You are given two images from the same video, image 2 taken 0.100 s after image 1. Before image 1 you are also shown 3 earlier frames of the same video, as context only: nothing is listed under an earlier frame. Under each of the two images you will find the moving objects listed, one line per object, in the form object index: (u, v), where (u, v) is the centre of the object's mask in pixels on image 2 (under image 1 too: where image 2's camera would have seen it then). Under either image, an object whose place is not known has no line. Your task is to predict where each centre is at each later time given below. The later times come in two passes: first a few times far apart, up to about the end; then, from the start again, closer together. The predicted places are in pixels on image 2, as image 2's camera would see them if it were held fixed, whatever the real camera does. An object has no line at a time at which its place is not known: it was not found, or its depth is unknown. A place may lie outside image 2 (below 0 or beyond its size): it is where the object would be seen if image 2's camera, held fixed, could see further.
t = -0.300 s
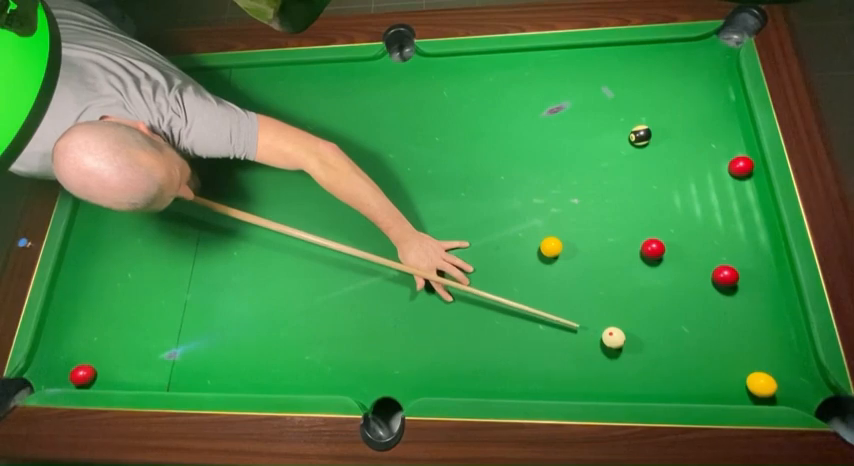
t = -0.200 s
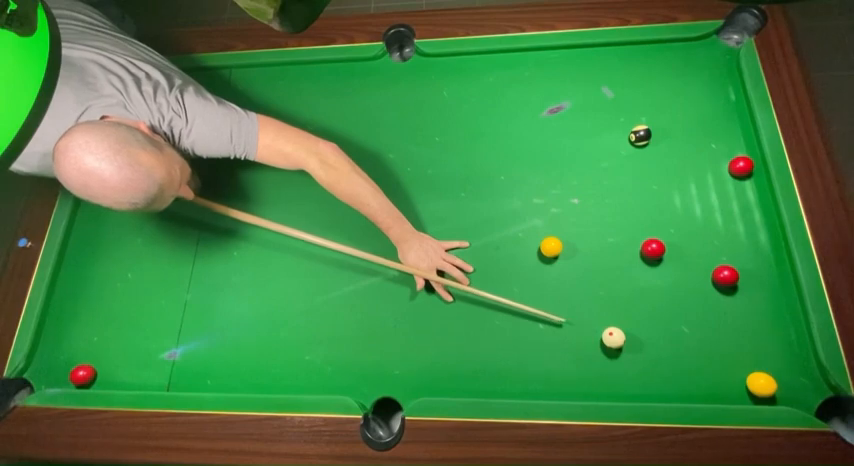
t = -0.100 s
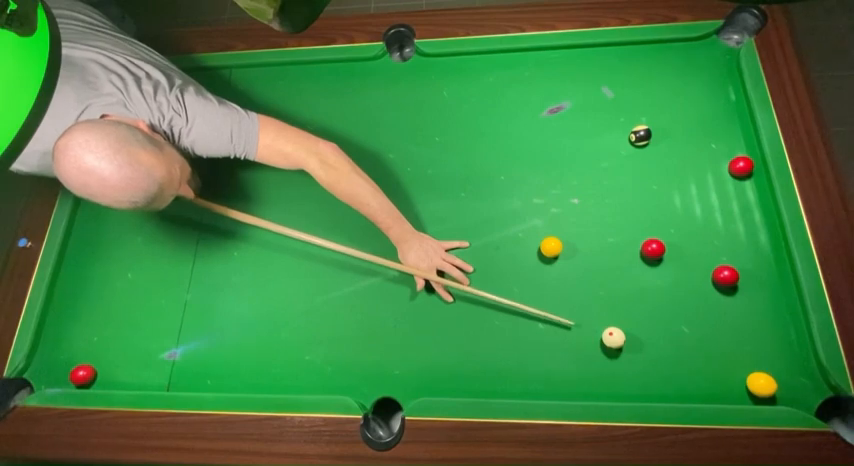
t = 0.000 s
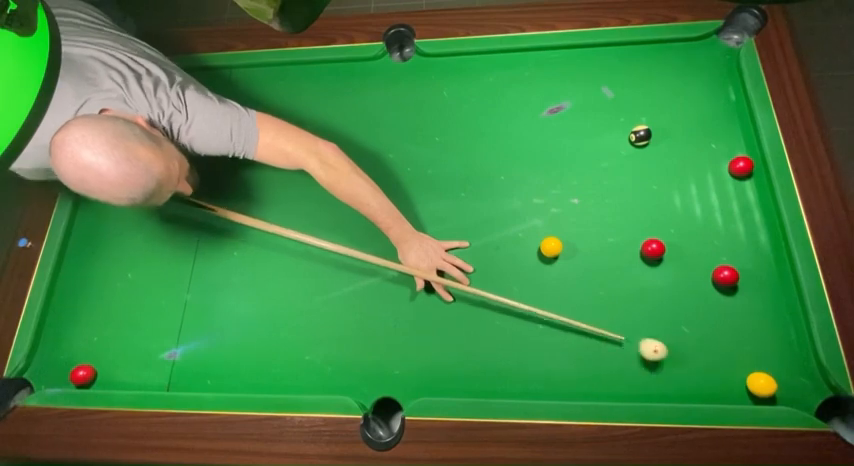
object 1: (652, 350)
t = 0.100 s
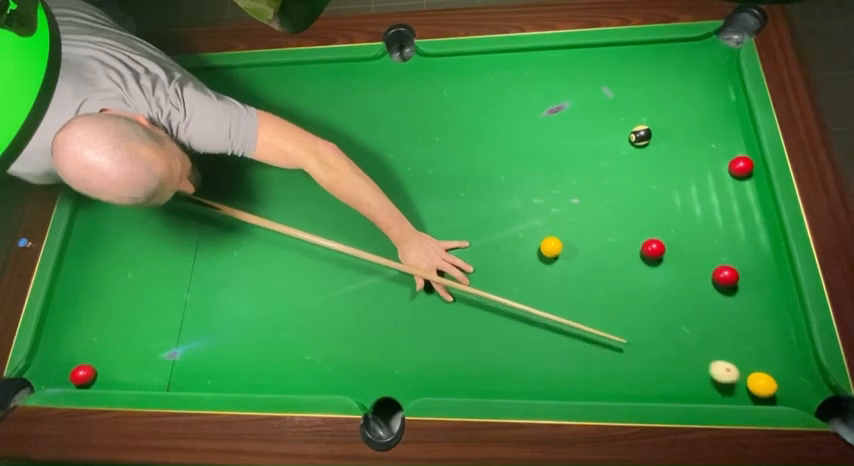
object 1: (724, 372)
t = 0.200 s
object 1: (730, 374)
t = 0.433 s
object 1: (716, 367)
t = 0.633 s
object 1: (706, 363)
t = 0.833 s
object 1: (698, 360)
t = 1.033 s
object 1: (691, 357)
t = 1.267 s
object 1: (686, 354)
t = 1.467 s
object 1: (683, 353)
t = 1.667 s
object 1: (682, 352)
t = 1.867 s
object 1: (682, 353)
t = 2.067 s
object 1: (682, 353)
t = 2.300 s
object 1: (682, 353)
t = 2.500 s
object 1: (682, 353)
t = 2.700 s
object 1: (682, 353)
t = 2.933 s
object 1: (682, 353)
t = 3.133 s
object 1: (682, 353)
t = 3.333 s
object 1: (682, 353)
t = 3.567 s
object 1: (682, 353)
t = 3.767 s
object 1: (682, 353)
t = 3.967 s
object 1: (682, 353)
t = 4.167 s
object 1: (682, 353)
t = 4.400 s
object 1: (682, 353)
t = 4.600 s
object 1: (682, 353)
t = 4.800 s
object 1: (682, 353)
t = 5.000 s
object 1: (682, 353)
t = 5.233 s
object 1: (682, 353)
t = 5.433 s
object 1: (682, 353)
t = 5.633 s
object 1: (682, 353)
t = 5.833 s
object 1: (682, 353)
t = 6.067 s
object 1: (682, 353)
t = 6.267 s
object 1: (682, 353)
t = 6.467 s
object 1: (682, 353)
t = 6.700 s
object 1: (682, 353)
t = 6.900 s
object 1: (682, 353)
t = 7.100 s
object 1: (682, 353)
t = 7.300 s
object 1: (682, 353)
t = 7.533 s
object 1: (682, 353)
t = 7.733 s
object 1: (682, 353)
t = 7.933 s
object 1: (682, 353)
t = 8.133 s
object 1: (682, 353)
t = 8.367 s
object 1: (682, 353)
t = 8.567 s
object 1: (682, 353)
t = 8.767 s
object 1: (682, 353)
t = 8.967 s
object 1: (682, 353)
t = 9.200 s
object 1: (682, 353)
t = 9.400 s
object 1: (682, 353)
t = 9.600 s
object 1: (682, 353)
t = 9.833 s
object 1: (682, 353)
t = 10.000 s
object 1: (682, 353)
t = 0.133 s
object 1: (735, 376)
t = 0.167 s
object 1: (733, 375)
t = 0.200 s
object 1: (730, 374)
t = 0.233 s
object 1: (728, 373)
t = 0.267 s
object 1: (726, 372)
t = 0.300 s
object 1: (724, 371)
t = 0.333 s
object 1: (722, 370)
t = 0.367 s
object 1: (720, 369)
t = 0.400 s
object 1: (718, 368)
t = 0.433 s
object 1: (716, 367)
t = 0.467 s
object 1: (714, 367)
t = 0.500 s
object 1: (713, 366)
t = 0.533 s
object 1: (711, 365)
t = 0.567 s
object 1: (709, 364)
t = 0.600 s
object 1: (707, 364)
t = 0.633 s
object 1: (706, 363)
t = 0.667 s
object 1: (705, 363)
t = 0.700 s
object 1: (703, 362)
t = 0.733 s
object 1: (701, 361)
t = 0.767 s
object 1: (700, 361)
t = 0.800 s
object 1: (699, 360)
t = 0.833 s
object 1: (698, 360)
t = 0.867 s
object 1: (696, 359)
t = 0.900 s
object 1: (695, 359)
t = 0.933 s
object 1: (694, 358)
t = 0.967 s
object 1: (693, 358)
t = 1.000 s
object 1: (692, 357)
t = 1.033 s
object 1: (691, 357)
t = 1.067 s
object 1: (690, 356)
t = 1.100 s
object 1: (690, 356)
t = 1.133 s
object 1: (689, 356)
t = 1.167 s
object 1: (688, 355)
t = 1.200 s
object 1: (688, 355)
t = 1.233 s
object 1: (687, 355)
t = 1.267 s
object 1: (686, 354)
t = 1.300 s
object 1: (686, 354)
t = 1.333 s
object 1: (685, 354)
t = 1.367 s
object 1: (685, 353)
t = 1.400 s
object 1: (684, 353)
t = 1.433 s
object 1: (684, 353)
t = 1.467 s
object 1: (683, 353)
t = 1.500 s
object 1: (683, 353)
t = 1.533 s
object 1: (682, 353)
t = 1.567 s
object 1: (682, 353)
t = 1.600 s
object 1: (682, 353)
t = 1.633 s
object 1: (682, 352)
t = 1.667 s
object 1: (682, 352)
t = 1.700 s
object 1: (682, 352)
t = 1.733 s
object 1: (682, 352)
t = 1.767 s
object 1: (682, 352)
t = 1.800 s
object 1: (682, 353)
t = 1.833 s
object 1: (682, 353)
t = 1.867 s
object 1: (682, 353)
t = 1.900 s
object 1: (682, 353)
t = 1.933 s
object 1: (682, 353)
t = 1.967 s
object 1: (682, 353)
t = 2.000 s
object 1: (682, 353)
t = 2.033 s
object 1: (682, 353)
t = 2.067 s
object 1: (682, 353)
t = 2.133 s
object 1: (682, 353)
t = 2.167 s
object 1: (682, 353)
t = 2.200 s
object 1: (682, 353)
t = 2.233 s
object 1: (682, 353)
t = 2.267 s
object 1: (682, 353)
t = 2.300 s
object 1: (682, 353)
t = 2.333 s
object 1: (682, 353)
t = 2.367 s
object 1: (682, 353)
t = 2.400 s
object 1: (682, 353)
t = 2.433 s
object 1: (682, 353)
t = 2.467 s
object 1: (682, 353)
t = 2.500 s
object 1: (682, 353)
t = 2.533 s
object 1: (682, 353)
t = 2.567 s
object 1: (682, 353)
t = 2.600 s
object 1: (682, 353)
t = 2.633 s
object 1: (682, 353)
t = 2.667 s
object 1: (682, 353)
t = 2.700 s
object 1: (682, 353)
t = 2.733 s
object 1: (682, 353)
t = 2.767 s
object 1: (682, 353)
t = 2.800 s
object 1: (682, 353)
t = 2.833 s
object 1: (682, 353)
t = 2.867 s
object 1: (682, 353)
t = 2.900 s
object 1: (682, 353)
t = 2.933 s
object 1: (682, 353)
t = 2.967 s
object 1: (682, 353)
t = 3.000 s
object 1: (682, 353)
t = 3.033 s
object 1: (682, 353)
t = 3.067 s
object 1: (682, 353)
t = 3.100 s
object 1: (682, 353)
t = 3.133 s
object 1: (682, 353)
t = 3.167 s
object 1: (682, 353)
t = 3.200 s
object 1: (682, 353)
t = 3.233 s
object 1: (682, 353)
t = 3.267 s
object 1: (682, 353)
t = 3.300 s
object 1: (682, 353)
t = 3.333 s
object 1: (682, 353)
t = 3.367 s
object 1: (682, 353)
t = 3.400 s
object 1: (682, 353)
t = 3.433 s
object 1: (682, 353)
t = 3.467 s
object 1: (682, 353)
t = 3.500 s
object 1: (682, 353)
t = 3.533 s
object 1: (682, 353)
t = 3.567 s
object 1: (682, 353)
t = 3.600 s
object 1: (682, 353)
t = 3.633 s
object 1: (682, 353)
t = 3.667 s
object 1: (682, 353)
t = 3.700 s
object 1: (682, 353)
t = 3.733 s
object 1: (682, 353)
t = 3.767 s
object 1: (682, 353)
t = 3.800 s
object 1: (682, 353)
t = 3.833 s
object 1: (682, 353)
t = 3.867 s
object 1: (682, 353)
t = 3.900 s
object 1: (682, 353)
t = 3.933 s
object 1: (682, 353)
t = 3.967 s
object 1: (682, 353)
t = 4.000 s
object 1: (682, 353)
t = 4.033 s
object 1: (682, 353)
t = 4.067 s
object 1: (682, 353)
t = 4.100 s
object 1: (682, 353)
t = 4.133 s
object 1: (682, 353)
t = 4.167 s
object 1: (682, 353)
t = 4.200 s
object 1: (682, 353)
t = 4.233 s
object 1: (682, 353)
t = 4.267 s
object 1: (682, 353)
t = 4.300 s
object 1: (682, 353)
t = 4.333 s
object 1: (682, 353)
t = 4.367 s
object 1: (682, 353)
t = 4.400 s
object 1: (682, 353)
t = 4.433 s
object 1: (682, 353)
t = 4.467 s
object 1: (682, 353)
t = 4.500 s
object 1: (682, 353)
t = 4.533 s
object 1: (682, 353)
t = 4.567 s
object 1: (682, 353)
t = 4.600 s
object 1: (682, 353)
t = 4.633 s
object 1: (682, 353)
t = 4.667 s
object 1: (682, 353)
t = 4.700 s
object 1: (682, 353)
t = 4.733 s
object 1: (682, 353)
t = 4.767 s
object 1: (682, 353)
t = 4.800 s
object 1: (682, 353)
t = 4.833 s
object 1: (682, 353)
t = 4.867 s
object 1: (682, 353)
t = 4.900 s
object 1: (682, 353)
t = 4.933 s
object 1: (682, 353)
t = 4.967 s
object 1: (682, 353)
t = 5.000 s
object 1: (682, 353)
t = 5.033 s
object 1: (682, 353)
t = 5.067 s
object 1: (682, 353)
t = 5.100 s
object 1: (682, 353)
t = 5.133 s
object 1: (682, 353)
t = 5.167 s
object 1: (682, 353)
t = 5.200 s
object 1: (682, 353)
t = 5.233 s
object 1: (682, 353)
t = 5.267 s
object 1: (682, 353)
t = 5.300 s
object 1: (682, 353)
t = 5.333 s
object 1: (682, 353)
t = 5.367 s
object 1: (682, 353)
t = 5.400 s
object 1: (682, 353)
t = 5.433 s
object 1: (682, 353)
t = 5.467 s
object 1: (682, 353)
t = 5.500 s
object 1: (682, 353)
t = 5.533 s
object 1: (682, 353)
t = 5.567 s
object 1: (682, 353)
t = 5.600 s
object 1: (682, 353)
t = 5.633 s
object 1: (682, 353)
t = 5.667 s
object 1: (682, 353)
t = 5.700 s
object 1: (682, 353)
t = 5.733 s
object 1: (682, 353)
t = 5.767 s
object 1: (682, 353)
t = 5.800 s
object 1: (682, 353)
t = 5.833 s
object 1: (682, 353)
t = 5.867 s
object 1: (682, 353)
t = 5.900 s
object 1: (682, 353)
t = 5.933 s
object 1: (682, 353)
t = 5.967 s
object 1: (682, 353)
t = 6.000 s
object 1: (682, 353)
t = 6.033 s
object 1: (682, 353)
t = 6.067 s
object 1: (682, 353)
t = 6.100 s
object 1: (682, 353)
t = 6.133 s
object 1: (682, 353)
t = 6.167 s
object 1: (682, 353)
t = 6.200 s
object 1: (682, 353)
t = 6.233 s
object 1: (682, 353)
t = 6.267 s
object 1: (682, 353)
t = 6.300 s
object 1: (682, 353)
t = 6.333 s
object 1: (682, 353)
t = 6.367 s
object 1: (682, 353)
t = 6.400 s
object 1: (682, 353)
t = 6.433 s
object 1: (682, 353)
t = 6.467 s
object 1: (682, 353)
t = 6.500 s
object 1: (682, 353)
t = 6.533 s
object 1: (682, 353)
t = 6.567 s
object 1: (682, 353)
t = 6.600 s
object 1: (682, 353)
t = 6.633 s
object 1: (682, 353)
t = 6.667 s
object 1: (682, 353)
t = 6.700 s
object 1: (682, 353)
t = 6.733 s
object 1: (682, 353)
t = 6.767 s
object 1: (682, 353)
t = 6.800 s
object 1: (682, 353)
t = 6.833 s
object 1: (682, 353)
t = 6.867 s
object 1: (682, 353)
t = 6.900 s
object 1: (682, 353)
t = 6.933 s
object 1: (682, 353)
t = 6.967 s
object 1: (682, 353)
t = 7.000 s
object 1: (682, 353)
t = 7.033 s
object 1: (682, 353)
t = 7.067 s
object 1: (682, 353)
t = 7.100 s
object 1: (682, 353)
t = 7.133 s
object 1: (682, 353)
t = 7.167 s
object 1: (682, 353)
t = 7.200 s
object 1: (682, 353)
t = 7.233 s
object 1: (682, 353)
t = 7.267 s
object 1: (682, 353)
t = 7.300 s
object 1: (682, 353)
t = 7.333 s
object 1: (682, 353)
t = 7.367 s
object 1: (682, 353)
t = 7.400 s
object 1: (682, 353)
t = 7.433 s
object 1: (682, 353)
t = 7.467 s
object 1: (682, 353)
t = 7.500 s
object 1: (682, 353)
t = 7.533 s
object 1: (682, 353)
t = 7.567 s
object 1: (682, 353)
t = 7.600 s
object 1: (682, 353)
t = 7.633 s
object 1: (682, 353)
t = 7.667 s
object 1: (682, 353)
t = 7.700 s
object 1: (682, 353)
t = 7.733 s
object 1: (682, 353)
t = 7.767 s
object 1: (682, 353)
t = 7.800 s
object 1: (682, 353)
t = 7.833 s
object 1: (682, 353)
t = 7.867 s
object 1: (682, 353)
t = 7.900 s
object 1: (682, 353)
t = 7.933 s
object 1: (682, 353)
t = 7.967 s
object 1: (682, 353)
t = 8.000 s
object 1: (682, 353)
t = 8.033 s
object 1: (682, 353)
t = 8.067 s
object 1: (682, 353)
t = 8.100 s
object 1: (682, 353)
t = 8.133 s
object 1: (682, 353)
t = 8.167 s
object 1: (682, 353)
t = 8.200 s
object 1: (682, 353)
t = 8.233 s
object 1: (682, 353)
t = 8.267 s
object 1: (682, 353)
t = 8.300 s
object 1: (682, 353)
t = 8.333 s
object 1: (682, 353)
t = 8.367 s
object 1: (682, 353)
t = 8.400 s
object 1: (682, 353)
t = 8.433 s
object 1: (682, 353)
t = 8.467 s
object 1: (682, 353)
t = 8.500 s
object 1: (682, 353)
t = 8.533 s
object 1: (682, 353)
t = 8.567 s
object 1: (682, 353)
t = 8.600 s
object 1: (682, 353)
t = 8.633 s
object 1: (682, 353)
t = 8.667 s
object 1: (682, 353)
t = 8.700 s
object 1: (682, 353)
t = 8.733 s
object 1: (682, 353)
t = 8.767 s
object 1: (682, 353)
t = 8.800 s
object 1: (682, 353)
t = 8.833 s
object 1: (682, 353)
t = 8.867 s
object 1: (682, 352)
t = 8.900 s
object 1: (682, 353)
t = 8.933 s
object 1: (682, 353)
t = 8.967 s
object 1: (682, 353)
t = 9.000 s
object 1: (682, 353)
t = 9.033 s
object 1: (682, 353)
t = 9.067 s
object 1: (682, 353)
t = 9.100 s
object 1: (682, 353)
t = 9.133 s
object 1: (682, 353)
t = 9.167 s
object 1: (682, 353)
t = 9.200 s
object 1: (682, 353)
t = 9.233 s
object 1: (682, 353)
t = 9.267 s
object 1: (682, 353)
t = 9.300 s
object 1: (682, 353)
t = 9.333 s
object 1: (682, 353)
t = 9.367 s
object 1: (682, 353)
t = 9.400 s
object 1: (682, 353)
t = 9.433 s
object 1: (682, 353)
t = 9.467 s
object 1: (682, 353)
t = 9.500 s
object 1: (682, 353)
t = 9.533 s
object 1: (682, 353)
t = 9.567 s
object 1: (682, 353)
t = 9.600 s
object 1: (682, 353)
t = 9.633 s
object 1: (682, 353)
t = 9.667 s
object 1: (682, 353)
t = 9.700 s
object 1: (682, 353)
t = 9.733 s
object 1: (682, 353)
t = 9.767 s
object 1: (682, 353)
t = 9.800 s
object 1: (682, 353)
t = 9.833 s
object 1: (682, 353)
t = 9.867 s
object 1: (682, 353)
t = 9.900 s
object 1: (682, 353)
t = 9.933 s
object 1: (682, 353)
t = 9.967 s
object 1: (682, 353)
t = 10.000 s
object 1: (682, 353)
